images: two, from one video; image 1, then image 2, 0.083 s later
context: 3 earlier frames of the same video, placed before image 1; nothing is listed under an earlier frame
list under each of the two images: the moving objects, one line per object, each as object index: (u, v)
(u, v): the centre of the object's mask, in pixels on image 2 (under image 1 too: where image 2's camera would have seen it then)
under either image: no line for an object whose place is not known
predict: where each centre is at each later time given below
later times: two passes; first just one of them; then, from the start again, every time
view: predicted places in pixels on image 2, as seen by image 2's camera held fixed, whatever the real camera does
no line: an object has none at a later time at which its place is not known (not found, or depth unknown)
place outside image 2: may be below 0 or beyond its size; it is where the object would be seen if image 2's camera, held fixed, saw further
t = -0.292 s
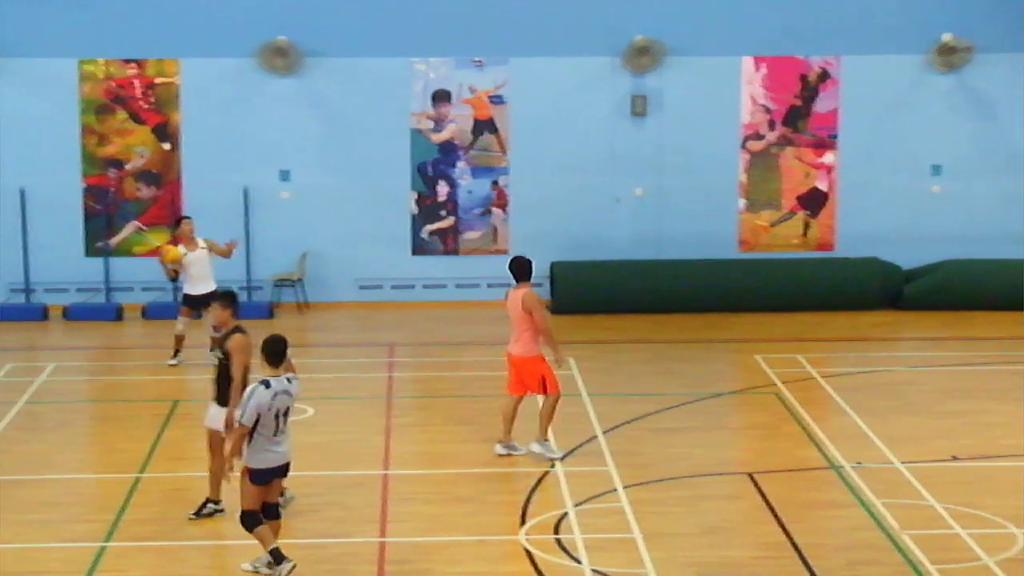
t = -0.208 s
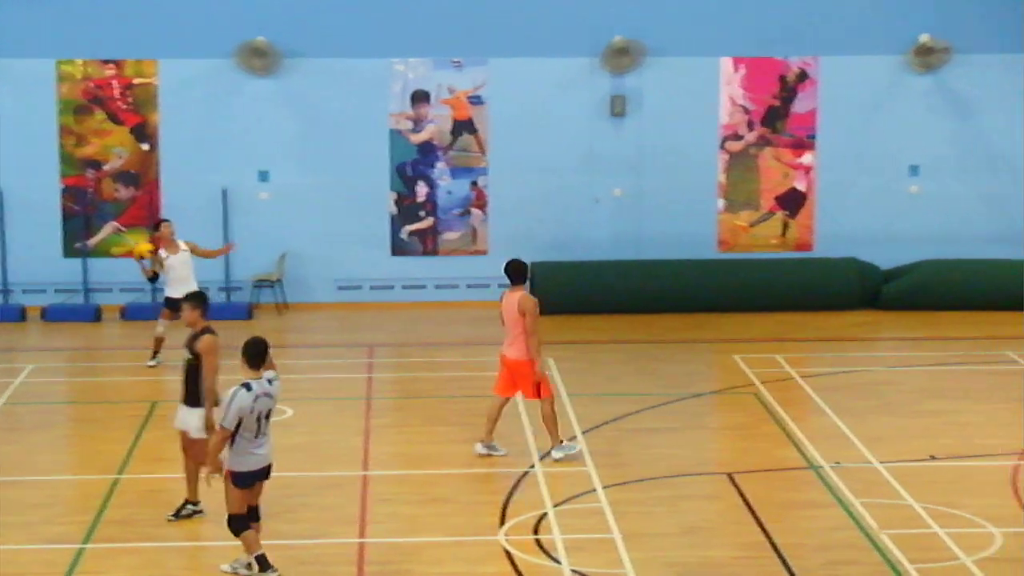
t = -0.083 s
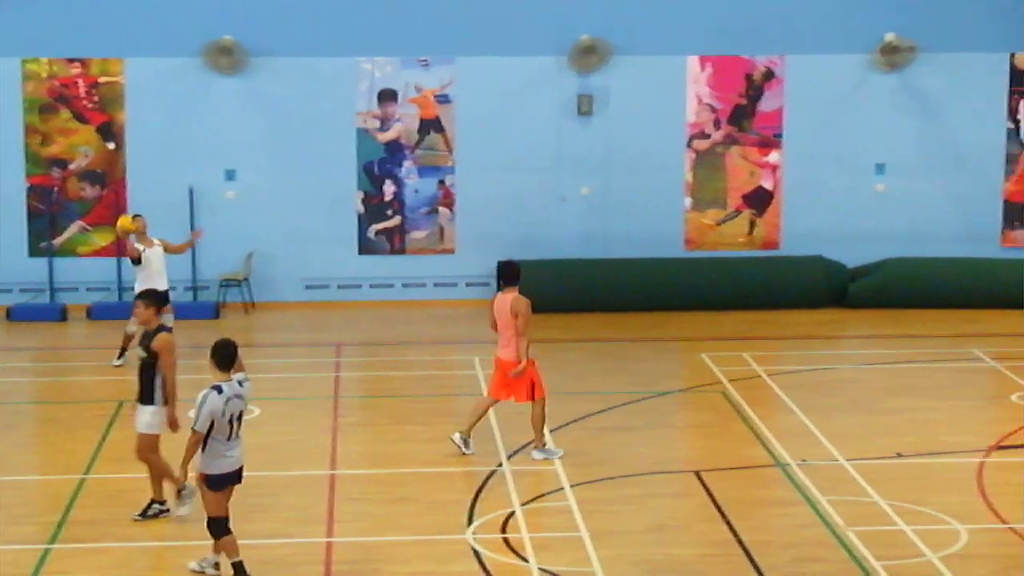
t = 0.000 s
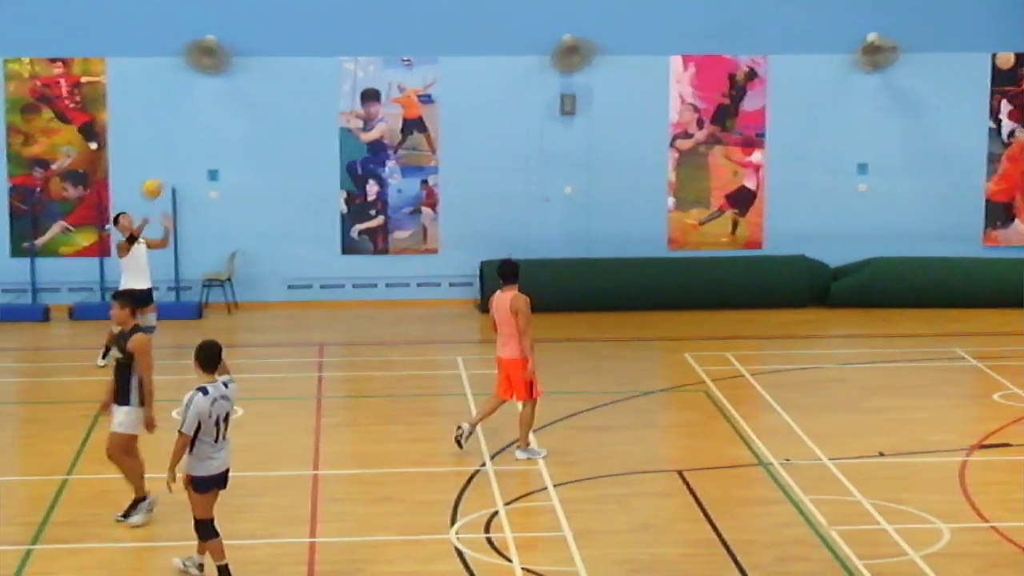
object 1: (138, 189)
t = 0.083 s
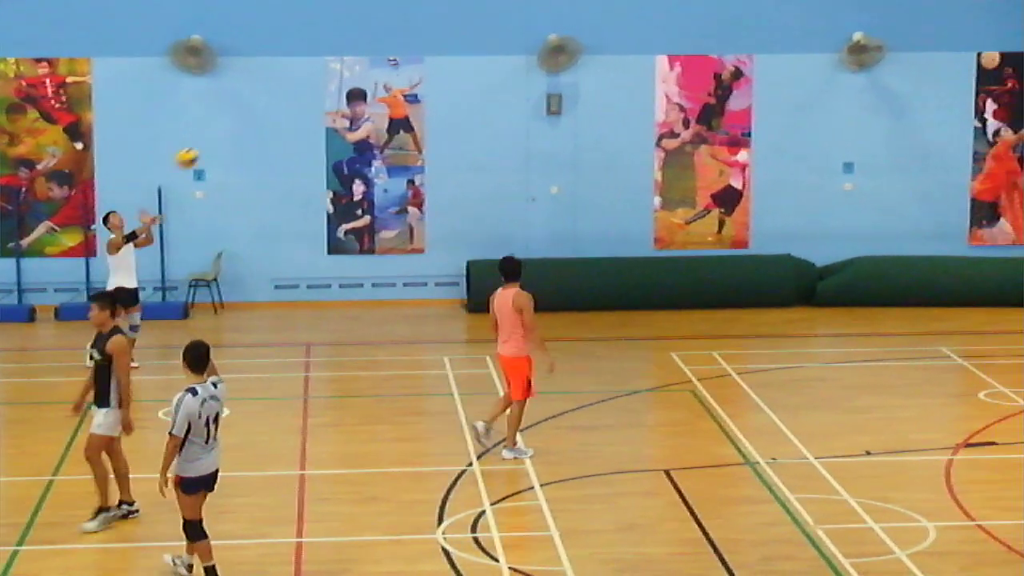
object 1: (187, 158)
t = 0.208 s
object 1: (259, 124)
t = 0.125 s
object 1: (211, 145)
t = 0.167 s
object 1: (235, 134)
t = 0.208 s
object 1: (259, 124)
